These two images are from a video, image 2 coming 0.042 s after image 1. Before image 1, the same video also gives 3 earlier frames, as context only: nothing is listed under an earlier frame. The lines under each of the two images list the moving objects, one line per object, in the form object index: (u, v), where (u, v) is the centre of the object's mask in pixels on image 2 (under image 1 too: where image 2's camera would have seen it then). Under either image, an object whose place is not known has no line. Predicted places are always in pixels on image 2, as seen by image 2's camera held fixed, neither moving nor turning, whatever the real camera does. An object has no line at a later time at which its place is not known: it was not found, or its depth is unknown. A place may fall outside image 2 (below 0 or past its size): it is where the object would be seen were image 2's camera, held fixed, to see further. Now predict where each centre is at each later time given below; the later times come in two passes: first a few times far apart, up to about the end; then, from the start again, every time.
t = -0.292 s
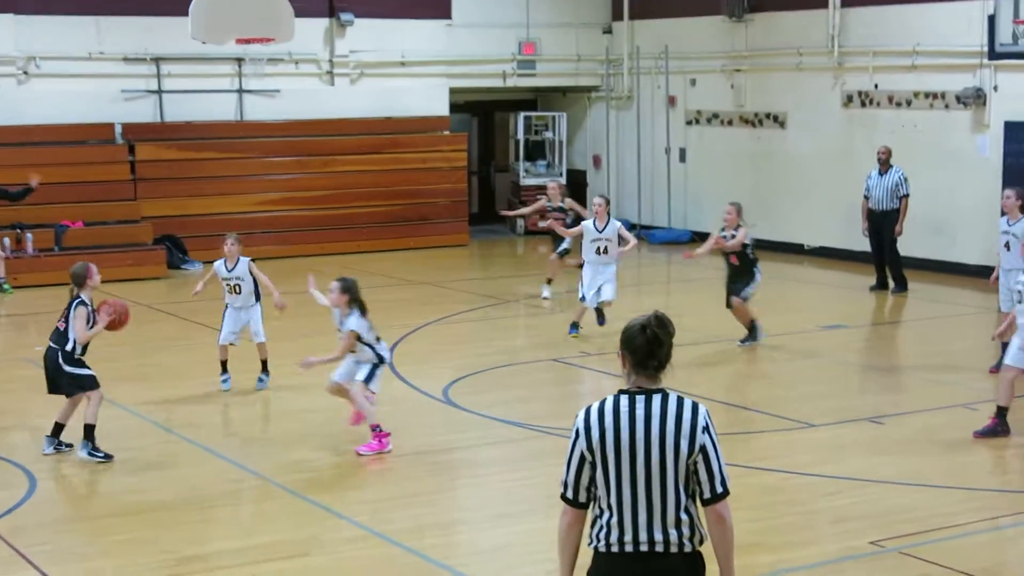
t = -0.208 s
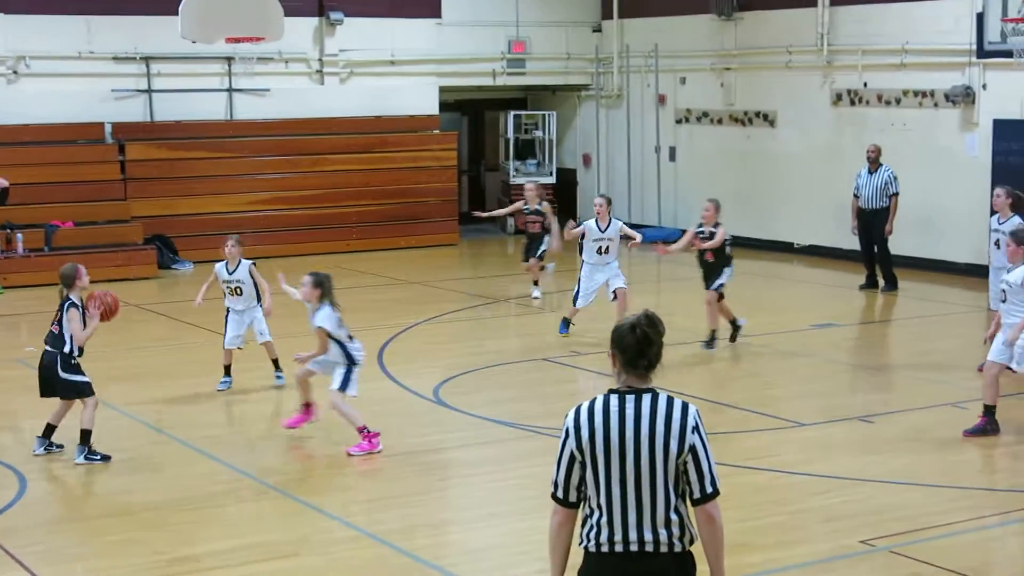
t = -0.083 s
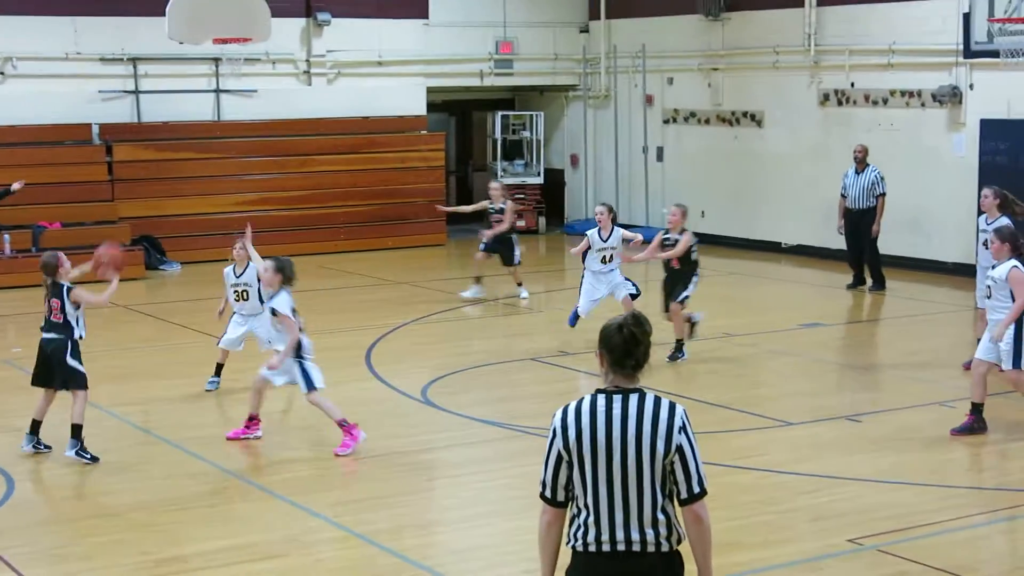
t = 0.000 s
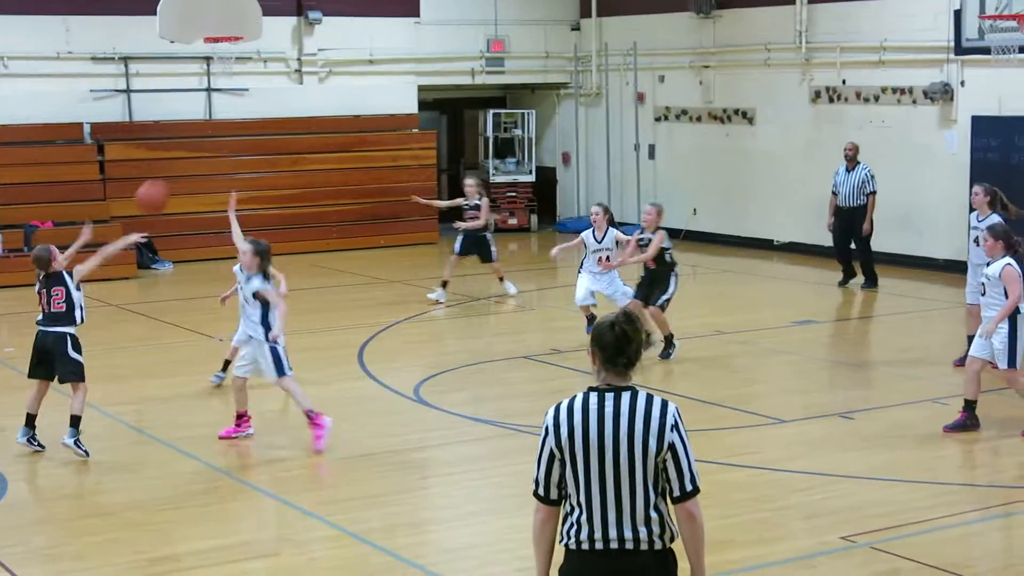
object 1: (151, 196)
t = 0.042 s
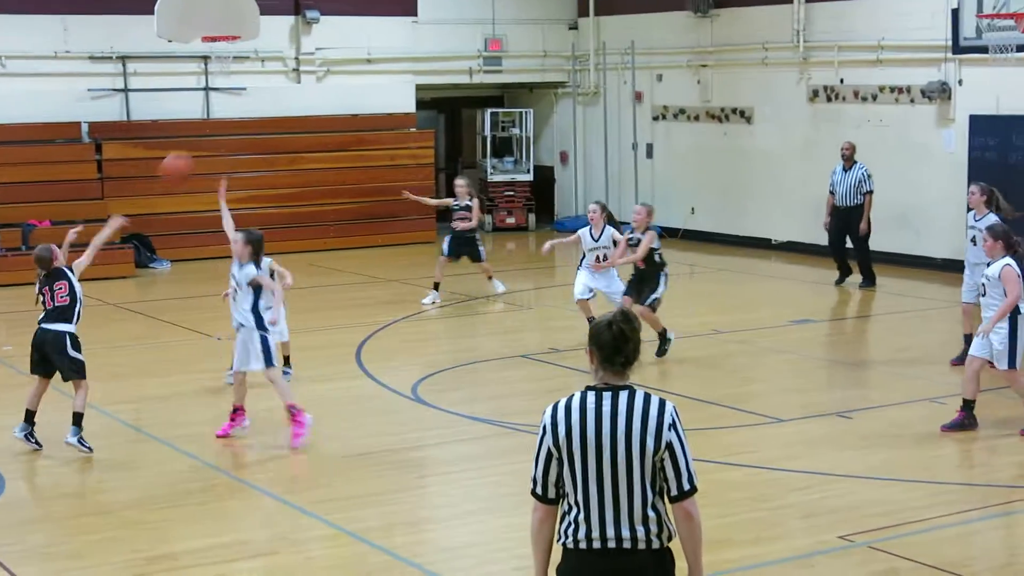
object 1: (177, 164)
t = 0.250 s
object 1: (307, 70)
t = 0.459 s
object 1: (419, 35)
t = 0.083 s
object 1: (204, 141)
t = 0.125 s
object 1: (231, 120)
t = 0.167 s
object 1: (258, 102)
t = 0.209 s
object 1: (282, 85)
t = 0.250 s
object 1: (307, 70)
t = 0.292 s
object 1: (333, 58)
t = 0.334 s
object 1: (355, 49)
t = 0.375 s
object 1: (376, 42)
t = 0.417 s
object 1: (399, 37)
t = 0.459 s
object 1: (419, 35)
